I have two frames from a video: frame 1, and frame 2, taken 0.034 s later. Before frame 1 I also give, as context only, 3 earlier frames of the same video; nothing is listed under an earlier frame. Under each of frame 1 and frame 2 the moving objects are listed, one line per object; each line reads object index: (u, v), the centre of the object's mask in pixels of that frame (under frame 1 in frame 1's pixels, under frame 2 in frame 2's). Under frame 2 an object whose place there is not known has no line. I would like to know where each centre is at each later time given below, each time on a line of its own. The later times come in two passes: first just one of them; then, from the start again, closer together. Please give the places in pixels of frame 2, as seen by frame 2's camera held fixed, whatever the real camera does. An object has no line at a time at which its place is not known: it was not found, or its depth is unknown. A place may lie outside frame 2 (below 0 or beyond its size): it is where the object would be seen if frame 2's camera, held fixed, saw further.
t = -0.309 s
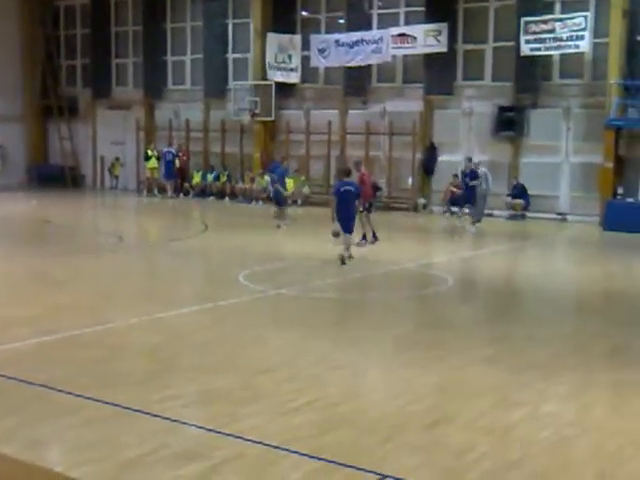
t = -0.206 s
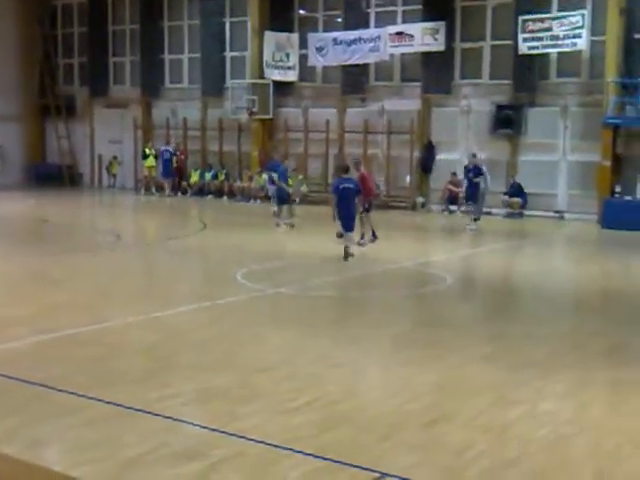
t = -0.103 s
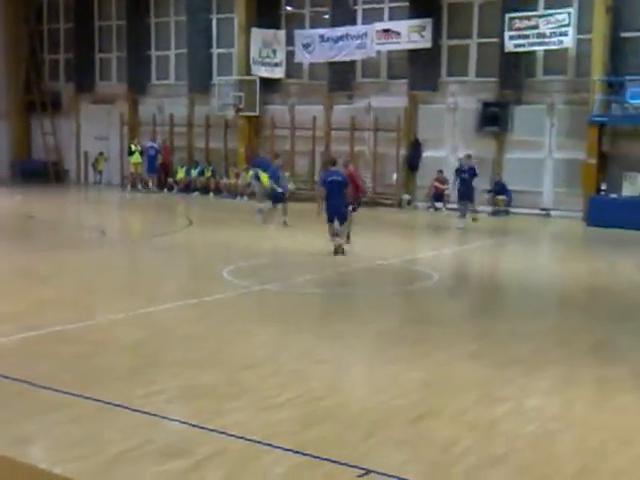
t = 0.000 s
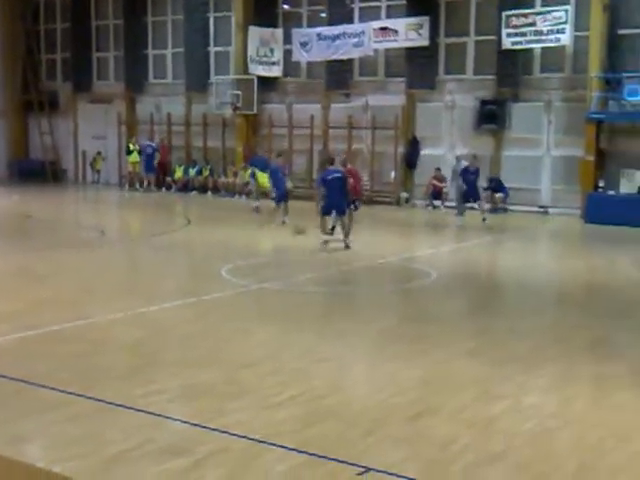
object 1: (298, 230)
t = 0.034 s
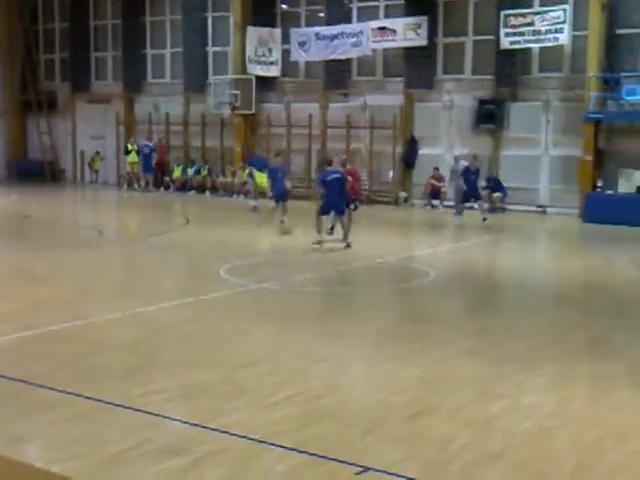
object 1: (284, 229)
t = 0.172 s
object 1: (232, 239)
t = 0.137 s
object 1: (245, 236)
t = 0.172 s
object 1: (232, 239)
